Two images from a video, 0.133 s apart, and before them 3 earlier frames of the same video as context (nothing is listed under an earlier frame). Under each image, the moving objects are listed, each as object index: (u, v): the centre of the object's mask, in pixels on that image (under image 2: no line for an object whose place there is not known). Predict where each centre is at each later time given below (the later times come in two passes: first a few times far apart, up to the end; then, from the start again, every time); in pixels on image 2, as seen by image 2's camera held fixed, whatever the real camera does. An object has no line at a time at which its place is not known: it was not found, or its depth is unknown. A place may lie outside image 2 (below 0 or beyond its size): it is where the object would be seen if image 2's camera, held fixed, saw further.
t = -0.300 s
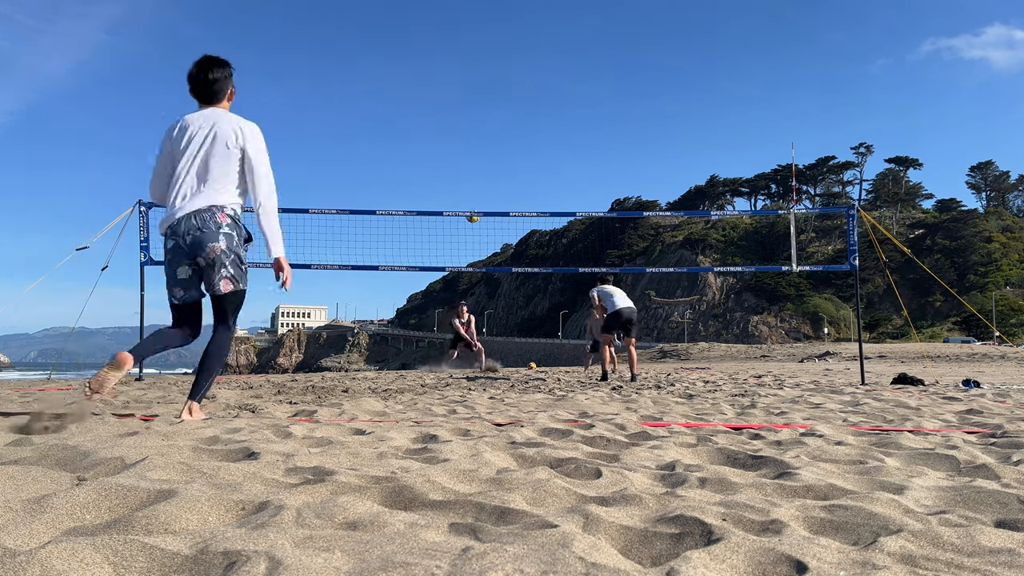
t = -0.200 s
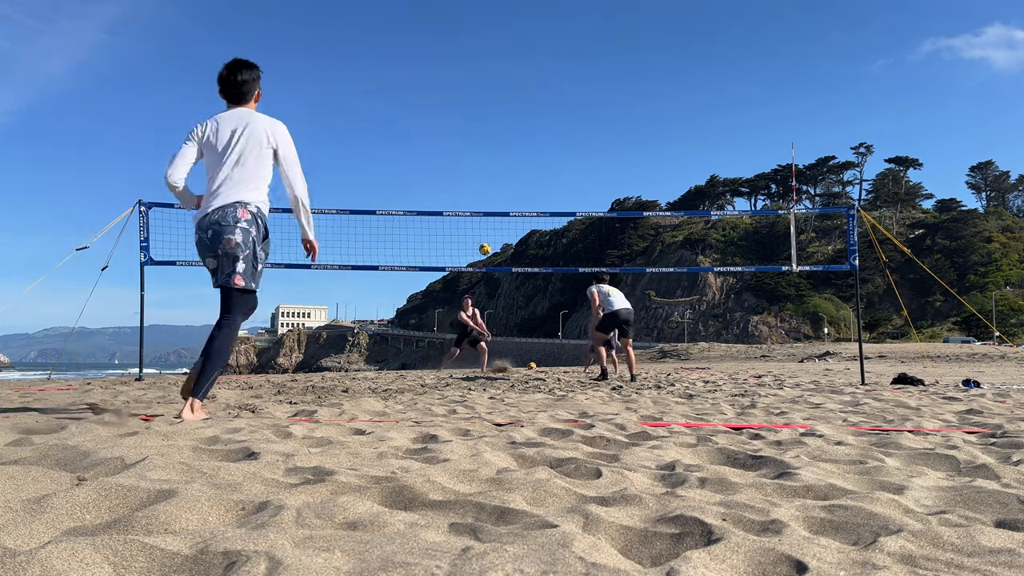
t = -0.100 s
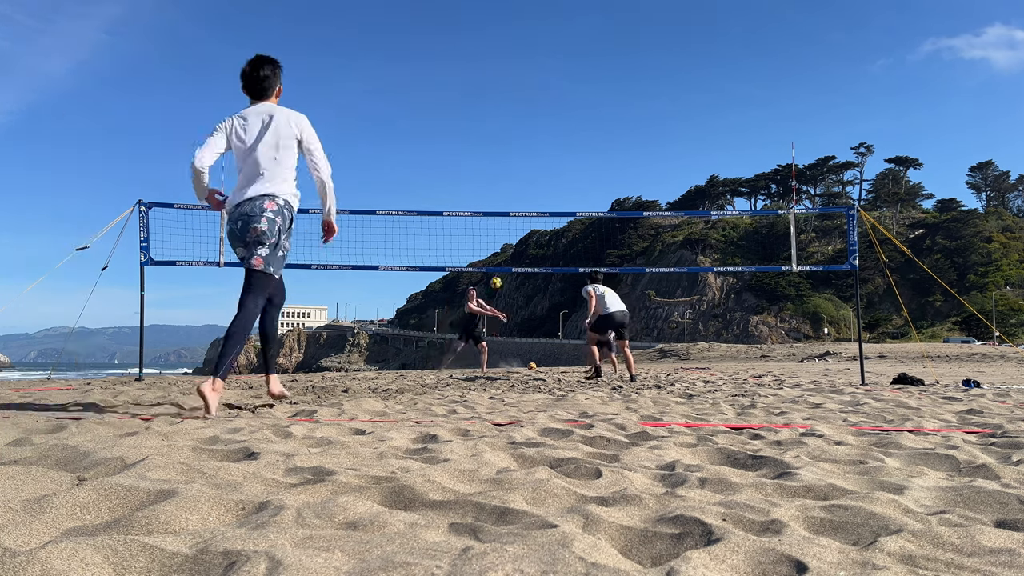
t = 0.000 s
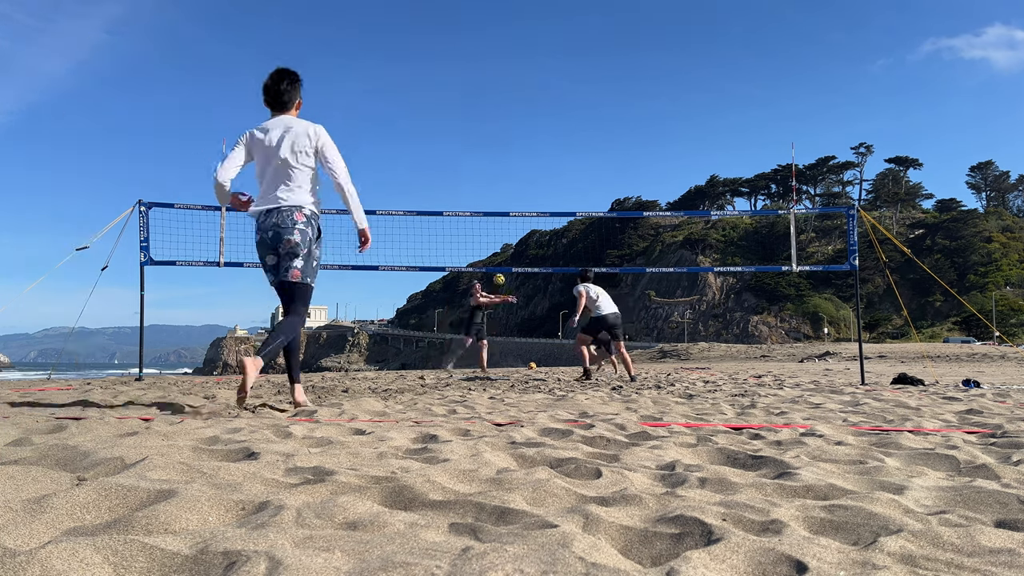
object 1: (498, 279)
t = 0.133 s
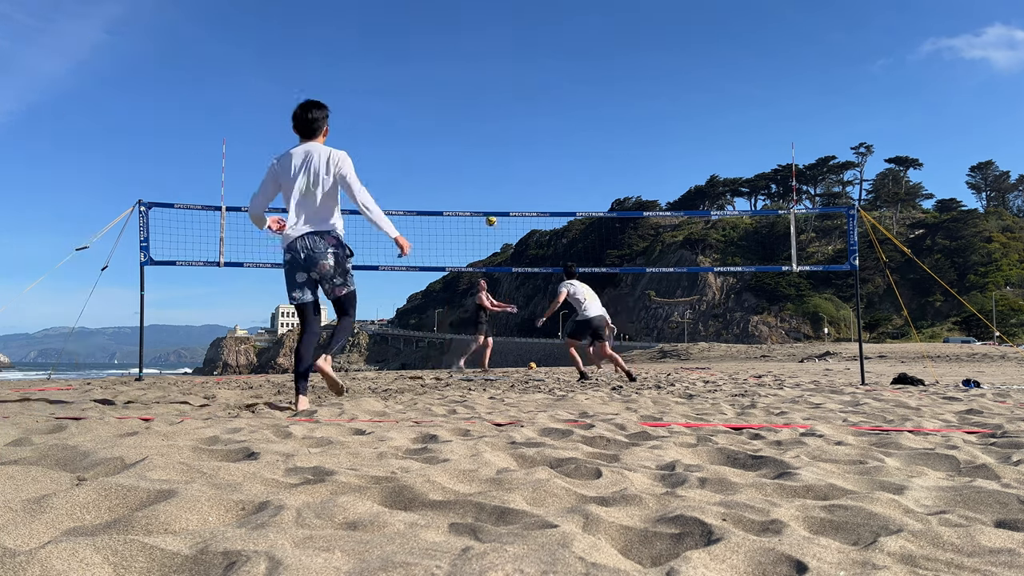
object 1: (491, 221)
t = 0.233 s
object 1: (484, 182)
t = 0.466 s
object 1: (470, 109)
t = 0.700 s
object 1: (454, 61)
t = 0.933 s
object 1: (438, 42)
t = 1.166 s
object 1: (422, 54)
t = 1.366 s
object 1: (409, 92)
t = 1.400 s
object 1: (406, 102)
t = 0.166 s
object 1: (489, 206)
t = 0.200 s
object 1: (486, 194)
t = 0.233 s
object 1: (484, 182)
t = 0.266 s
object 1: (482, 170)
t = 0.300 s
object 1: (480, 159)
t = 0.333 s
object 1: (478, 147)
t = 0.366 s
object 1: (476, 137)
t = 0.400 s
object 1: (473, 127)
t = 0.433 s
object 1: (471, 118)
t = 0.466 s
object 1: (470, 109)
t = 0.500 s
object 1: (467, 101)
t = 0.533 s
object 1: (465, 93)
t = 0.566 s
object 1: (462, 85)
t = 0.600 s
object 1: (461, 78)
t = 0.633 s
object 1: (458, 72)
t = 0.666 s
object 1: (456, 67)
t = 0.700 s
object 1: (454, 61)
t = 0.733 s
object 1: (452, 57)
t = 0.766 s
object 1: (449, 53)
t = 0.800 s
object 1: (447, 50)
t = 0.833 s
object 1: (444, 47)
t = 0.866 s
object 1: (442, 44)
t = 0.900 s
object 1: (440, 44)
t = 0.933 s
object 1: (438, 42)
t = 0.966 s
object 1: (435, 42)
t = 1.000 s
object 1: (433, 42)
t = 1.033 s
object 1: (431, 43)
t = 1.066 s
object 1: (429, 45)
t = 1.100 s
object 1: (427, 47)
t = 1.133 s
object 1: (424, 50)
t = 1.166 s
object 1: (422, 54)
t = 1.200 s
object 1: (419, 58)
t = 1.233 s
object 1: (417, 64)
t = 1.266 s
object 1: (415, 70)
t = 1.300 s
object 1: (413, 77)
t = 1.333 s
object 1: (410, 84)
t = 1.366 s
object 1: (409, 92)
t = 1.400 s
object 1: (406, 102)
